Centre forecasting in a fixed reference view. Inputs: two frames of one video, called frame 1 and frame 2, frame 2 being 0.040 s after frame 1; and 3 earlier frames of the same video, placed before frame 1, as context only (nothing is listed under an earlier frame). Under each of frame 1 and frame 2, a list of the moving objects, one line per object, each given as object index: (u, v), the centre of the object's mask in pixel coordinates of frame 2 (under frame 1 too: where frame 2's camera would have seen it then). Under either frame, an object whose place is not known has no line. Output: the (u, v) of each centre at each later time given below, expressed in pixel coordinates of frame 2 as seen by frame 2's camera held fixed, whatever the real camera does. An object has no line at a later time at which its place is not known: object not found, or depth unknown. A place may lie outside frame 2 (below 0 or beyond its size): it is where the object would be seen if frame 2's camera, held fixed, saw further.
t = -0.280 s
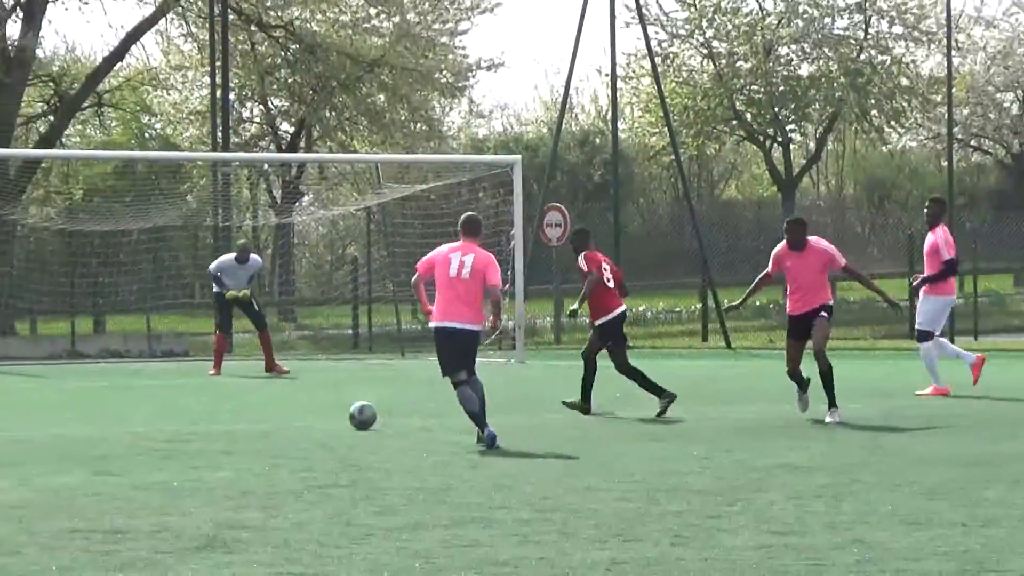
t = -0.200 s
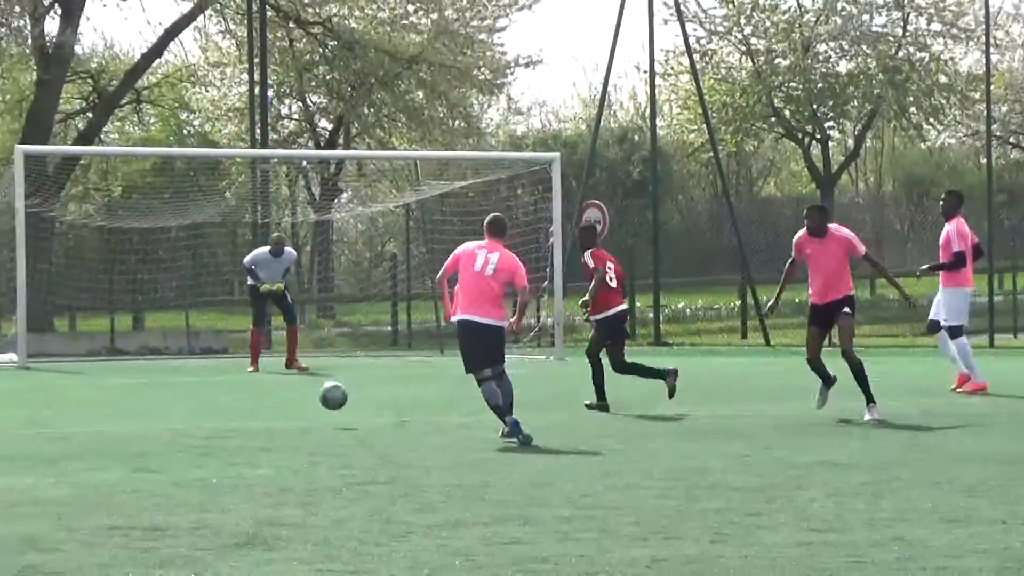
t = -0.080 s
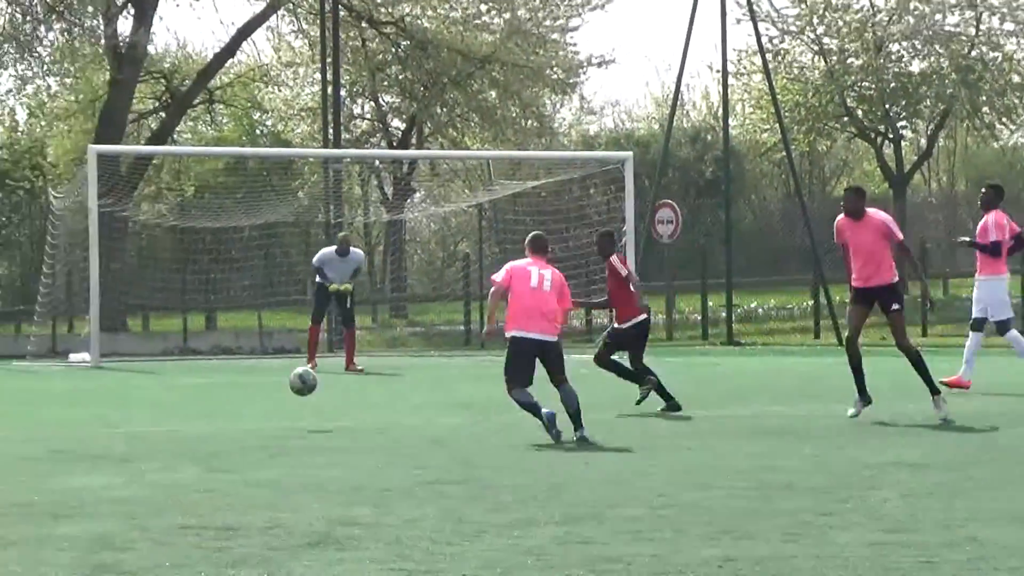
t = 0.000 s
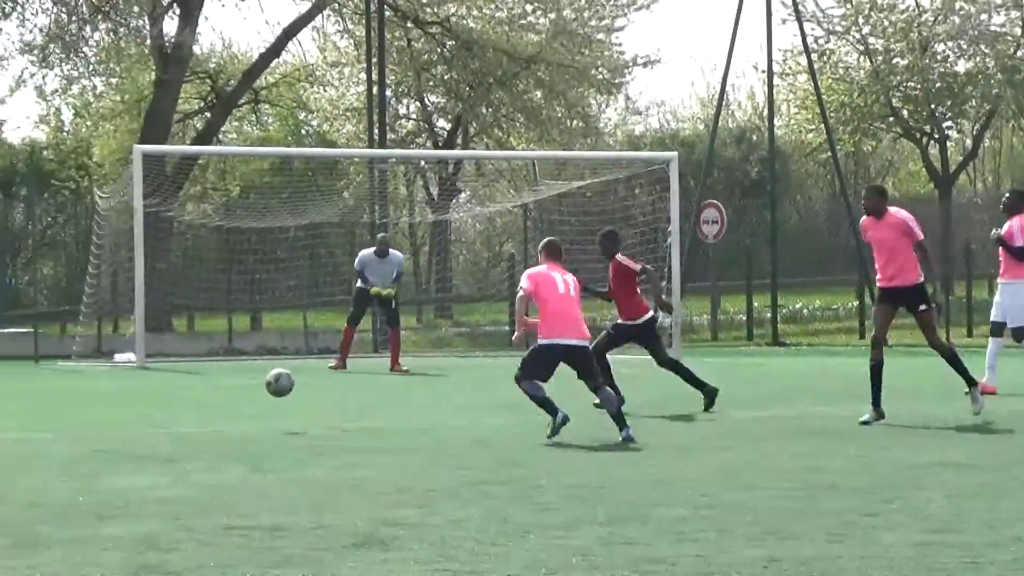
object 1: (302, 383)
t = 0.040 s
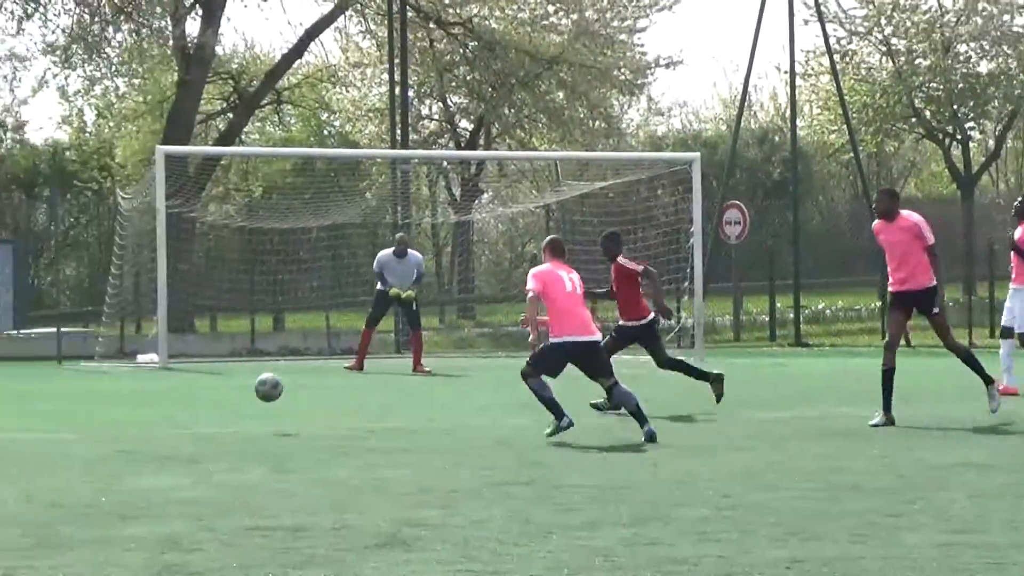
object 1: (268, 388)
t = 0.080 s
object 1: (235, 392)
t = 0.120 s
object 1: (201, 401)
